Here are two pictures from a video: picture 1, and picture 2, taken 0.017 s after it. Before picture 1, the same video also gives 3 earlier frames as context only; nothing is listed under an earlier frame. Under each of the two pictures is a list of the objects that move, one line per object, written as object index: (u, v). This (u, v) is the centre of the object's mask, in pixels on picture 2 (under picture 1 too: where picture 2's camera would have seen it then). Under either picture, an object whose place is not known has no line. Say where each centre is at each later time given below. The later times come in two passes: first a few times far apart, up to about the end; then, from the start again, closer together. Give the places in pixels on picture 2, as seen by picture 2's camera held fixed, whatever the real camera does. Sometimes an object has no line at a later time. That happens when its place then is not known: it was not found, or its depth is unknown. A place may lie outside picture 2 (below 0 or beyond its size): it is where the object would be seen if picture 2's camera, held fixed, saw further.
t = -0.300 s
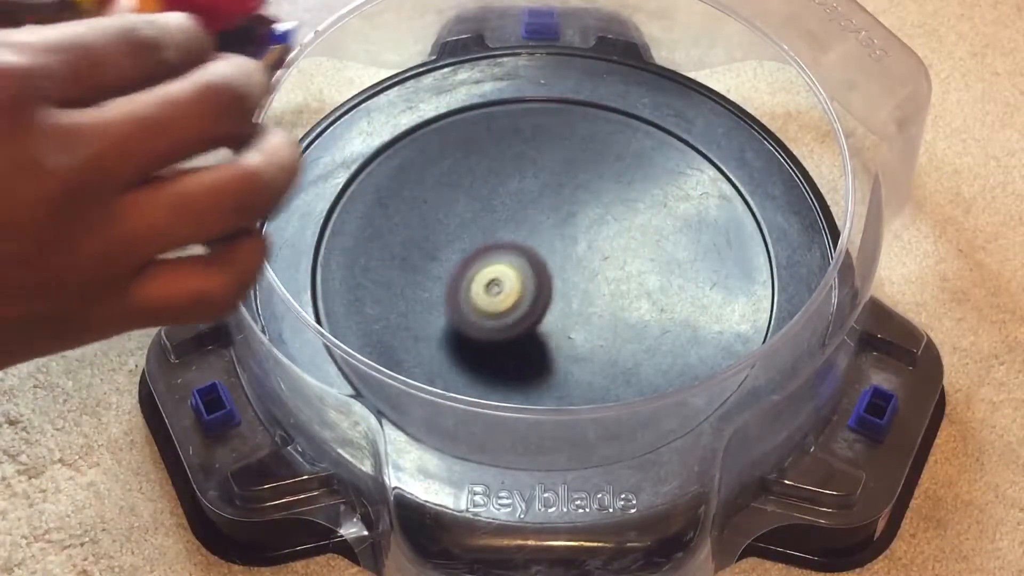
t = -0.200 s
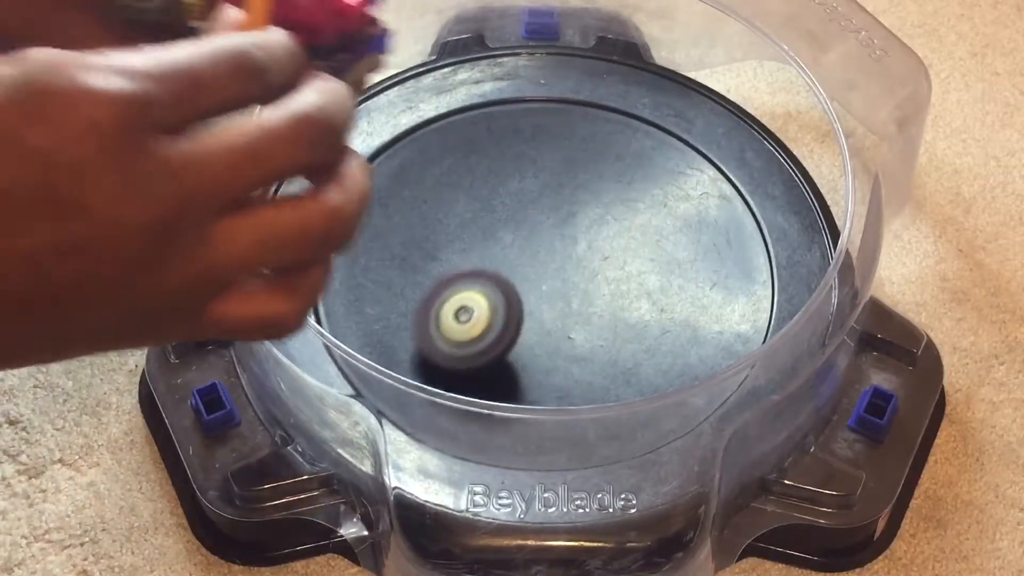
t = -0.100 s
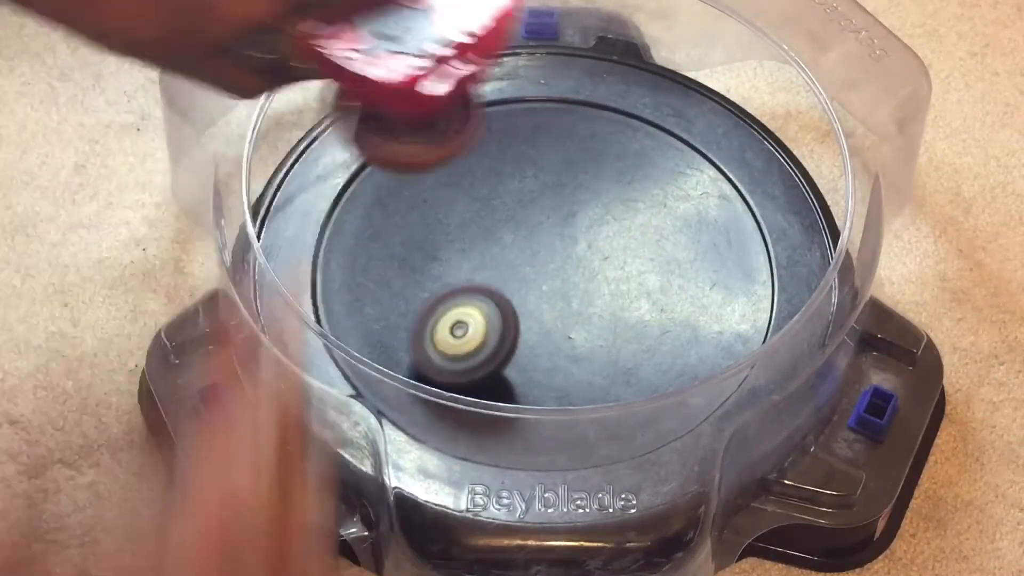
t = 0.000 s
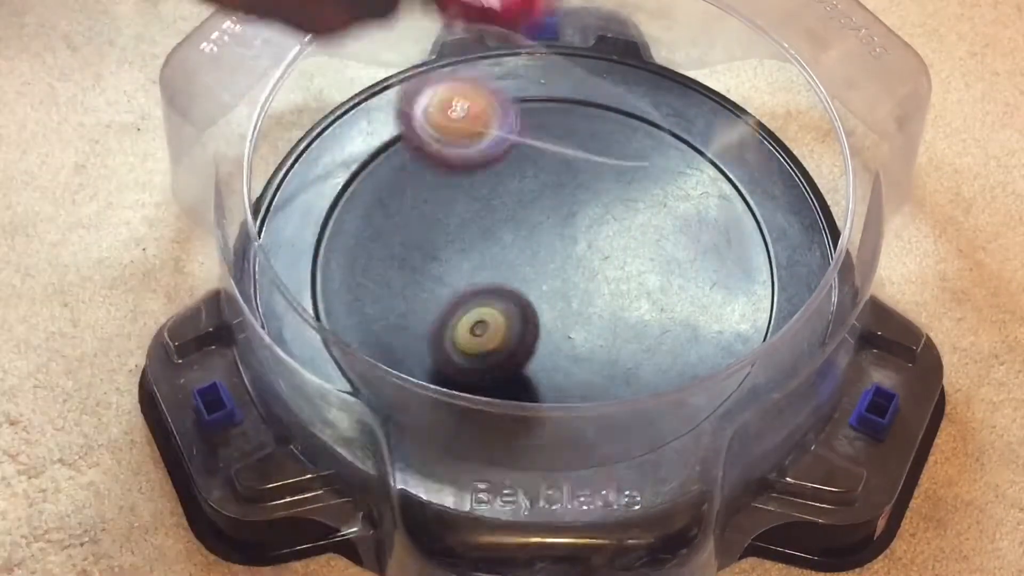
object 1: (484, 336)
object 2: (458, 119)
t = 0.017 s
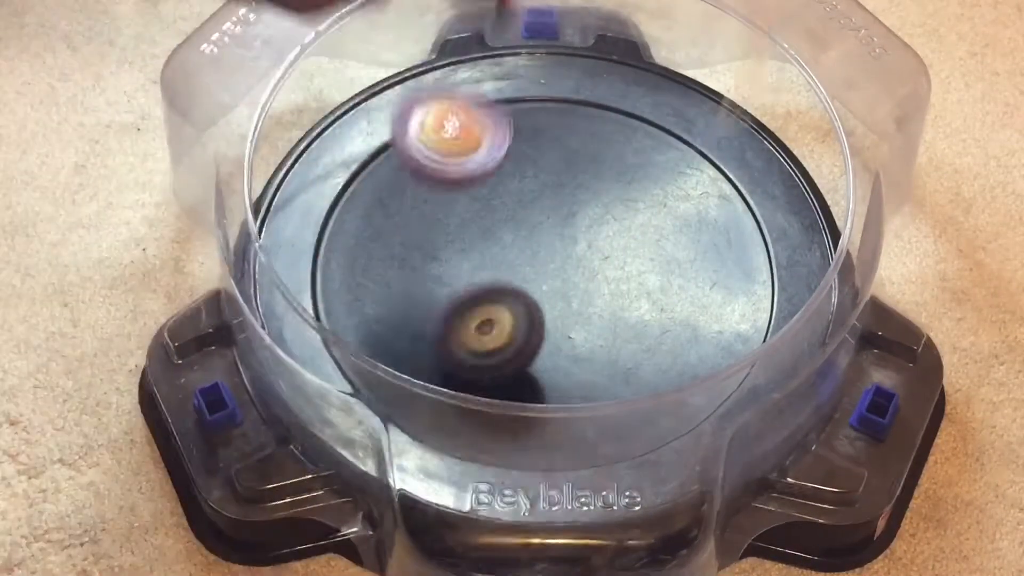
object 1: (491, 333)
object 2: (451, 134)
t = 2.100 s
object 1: (509, 348)
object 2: (637, 199)
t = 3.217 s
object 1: (667, 415)
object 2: (618, 50)
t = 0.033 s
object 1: (495, 332)
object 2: (446, 155)
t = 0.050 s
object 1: (502, 330)
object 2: (440, 171)
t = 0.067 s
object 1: (509, 328)
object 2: (436, 178)
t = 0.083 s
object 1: (517, 327)
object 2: (439, 164)
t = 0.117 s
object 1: (531, 318)
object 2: (440, 141)
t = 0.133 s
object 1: (538, 315)
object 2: (441, 135)
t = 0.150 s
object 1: (545, 309)
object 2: (443, 133)
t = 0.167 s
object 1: (552, 306)
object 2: (445, 134)
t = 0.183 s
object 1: (559, 301)
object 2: (447, 137)
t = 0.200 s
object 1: (565, 297)
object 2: (448, 139)
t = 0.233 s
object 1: (578, 288)
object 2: (447, 135)
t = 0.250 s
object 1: (583, 283)
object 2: (447, 136)
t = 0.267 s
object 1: (588, 279)
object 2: (446, 136)
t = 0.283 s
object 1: (593, 274)
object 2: (444, 137)
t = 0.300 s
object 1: (597, 269)
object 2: (442, 138)
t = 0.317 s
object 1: (601, 267)
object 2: (440, 140)
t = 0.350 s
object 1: (607, 259)
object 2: (436, 145)
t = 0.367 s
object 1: (609, 255)
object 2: (434, 148)
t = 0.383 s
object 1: (611, 252)
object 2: (433, 153)
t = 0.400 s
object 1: (612, 250)
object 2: (433, 158)
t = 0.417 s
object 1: (612, 248)
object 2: (433, 163)
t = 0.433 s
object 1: (612, 246)
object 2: (433, 169)
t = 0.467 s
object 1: (610, 243)
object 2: (435, 183)
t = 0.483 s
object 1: (607, 242)
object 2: (437, 190)
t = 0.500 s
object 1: (605, 244)
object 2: (440, 198)
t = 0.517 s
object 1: (602, 244)
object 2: (444, 208)
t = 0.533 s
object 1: (598, 245)
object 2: (448, 214)
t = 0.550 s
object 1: (593, 245)
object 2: (453, 222)
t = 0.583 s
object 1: (584, 249)
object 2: (465, 239)
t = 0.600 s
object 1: (581, 250)
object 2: (468, 246)
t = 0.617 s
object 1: (588, 254)
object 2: (463, 250)
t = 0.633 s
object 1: (594, 258)
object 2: (457, 255)
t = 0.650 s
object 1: (600, 263)
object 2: (454, 258)
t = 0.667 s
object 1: (605, 268)
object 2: (450, 262)
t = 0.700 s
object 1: (613, 277)
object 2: (447, 268)
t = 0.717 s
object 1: (616, 280)
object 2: (447, 270)
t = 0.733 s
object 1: (617, 284)
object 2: (447, 273)
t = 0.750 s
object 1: (619, 289)
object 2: (449, 275)
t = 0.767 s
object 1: (619, 292)
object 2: (452, 276)
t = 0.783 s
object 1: (619, 297)
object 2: (455, 277)
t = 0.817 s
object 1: (617, 304)
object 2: (464, 280)
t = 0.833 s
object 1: (615, 308)
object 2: (469, 280)
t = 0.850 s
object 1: (612, 311)
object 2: (475, 279)
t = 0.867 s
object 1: (609, 314)
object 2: (481, 278)
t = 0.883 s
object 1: (606, 317)
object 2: (487, 277)
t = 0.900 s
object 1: (603, 318)
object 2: (495, 274)
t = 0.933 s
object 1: (613, 335)
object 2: (497, 258)
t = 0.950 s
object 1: (623, 346)
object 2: (491, 246)
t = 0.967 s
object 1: (634, 353)
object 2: (487, 232)
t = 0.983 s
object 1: (643, 356)
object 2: (483, 221)
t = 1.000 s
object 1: (651, 359)
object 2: (481, 209)
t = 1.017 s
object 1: (658, 361)
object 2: (479, 199)
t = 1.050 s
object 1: (672, 362)
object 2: (477, 180)
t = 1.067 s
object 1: (686, 379)
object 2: (476, 173)
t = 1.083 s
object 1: (691, 380)
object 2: (476, 165)
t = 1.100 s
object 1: (694, 379)
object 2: (475, 159)
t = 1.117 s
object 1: (697, 376)
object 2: (475, 154)
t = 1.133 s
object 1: (698, 373)
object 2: (475, 150)
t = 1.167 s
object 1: (699, 366)
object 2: (476, 144)
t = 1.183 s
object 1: (697, 362)
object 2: (477, 142)
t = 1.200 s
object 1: (690, 347)
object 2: (477, 142)
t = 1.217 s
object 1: (689, 343)
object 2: (478, 142)
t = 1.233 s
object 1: (688, 339)
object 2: (479, 144)
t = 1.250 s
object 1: (686, 335)
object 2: (480, 145)
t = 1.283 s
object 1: (676, 321)
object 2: (484, 151)
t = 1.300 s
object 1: (670, 314)
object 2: (486, 154)
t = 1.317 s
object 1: (664, 307)
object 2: (488, 159)
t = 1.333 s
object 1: (655, 302)
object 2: (491, 164)
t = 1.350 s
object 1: (647, 294)
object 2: (494, 171)
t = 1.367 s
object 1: (638, 288)
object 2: (496, 175)
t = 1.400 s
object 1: (620, 274)
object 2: (503, 187)
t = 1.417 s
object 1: (608, 267)
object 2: (507, 194)
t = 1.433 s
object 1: (599, 261)
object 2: (511, 201)
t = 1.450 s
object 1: (598, 265)
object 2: (508, 199)
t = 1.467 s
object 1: (604, 276)
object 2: (495, 189)
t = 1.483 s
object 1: (608, 287)
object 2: (485, 179)
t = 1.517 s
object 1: (613, 306)
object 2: (467, 159)
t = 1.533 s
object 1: (613, 315)
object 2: (460, 152)
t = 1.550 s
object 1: (612, 322)
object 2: (453, 146)
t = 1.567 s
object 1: (611, 330)
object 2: (447, 140)
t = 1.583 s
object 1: (608, 336)
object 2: (443, 136)
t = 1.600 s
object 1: (605, 341)
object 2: (439, 133)
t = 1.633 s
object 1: (599, 352)
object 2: (435, 132)
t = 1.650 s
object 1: (595, 355)
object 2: (433, 132)
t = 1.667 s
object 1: (592, 358)
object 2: (433, 133)
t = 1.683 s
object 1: (590, 359)
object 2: (433, 135)
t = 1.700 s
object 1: (587, 361)
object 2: (434, 139)
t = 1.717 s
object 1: (584, 363)
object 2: (436, 143)
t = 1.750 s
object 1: (580, 365)
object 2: (440, 152)
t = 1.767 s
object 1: (578, 365)
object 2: (445, 159)
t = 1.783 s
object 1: (575, 365)
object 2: (448, 164)
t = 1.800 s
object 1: (573, 365)
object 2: (452, 170)
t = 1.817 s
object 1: (571, 365)
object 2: (457, 177)
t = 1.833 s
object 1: (569, 365)
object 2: (463, 185)
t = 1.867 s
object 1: (566, 363)
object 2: (475, 200)
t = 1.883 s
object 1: (564, 362)
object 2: (482, 208)
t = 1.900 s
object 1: (563, 360)
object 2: (491, 216)
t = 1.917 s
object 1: (560, 360)
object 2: (498, 223)
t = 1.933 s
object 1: (559, 359)
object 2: (506, 230)
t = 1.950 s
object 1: (556, 358)
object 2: (517, 237)
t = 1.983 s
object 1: (550, 346)
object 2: (537, 245)
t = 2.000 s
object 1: (548, 344)
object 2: (550, 247)
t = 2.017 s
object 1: (544, 341)
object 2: (563, 249)
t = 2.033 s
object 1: (538, 341)
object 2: (578, 243)
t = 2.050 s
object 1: (530, 343)
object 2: (594, 235)
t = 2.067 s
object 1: (523, 345)
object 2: (609, 225)
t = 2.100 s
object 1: (509, 348)
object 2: (637, 199)
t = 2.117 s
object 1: (503, 350)
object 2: (648, 183)
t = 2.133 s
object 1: (496, 351)
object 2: (657, 166)
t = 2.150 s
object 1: (491, 353)
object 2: (665, 148)
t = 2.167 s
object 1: (486, 354)
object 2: (670, 130)
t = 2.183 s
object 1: (481, 355)
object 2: (670, 112)
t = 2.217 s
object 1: (473, 356)
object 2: (652, 90)
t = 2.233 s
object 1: (471, 357)
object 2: (641, 83)
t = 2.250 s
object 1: (470, 357)
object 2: (631, 80)
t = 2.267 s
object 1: (469, 358)
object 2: (622, 70)
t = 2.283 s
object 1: (469, 359)
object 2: (615, 66)
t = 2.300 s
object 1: (470, 360)
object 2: (606, 63)
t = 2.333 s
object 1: (474, 361)
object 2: (592, 55)
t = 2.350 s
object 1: (478, 362)
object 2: (585, 54)
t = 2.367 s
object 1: (482, 363)
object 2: (578, 54)
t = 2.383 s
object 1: (487, 363)
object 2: (572, 53)
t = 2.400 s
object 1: (492, 363)
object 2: (566, 56)
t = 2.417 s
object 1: (497, 362)
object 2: (560, 56)
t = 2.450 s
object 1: (508, 358)
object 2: (550, 64)
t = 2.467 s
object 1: (512, 356)
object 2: (546, 69)
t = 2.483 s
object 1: (514, 351)
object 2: (541, 74)
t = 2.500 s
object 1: (517, 342)
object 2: (538, 82)
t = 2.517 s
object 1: (519, 335)
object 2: (534, 90)
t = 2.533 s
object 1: (521, 327)
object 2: (531, 98)
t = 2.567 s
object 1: (521, 310)
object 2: (525, 118)
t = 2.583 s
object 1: (520, 300)
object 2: (523, 129)
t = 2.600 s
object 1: (518, 292)
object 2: (522, 141)
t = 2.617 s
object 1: (515, 283)
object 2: (521, 153)
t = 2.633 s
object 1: (512, 275)
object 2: (520, 165)
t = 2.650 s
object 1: (508, 271)
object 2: (521, 172)
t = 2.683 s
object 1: (486, 290)
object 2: (532, 156)
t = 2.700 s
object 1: (474, 299)
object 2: (537, 150)
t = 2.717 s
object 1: (463, 309)
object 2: (542, 144)
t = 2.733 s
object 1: (451, 317)
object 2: (547, 138)
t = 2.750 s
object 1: (442, 327)
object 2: (552, 135)
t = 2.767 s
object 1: (435, 335)
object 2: (557, 133)
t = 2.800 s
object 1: (430, 348)
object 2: (566, 130)
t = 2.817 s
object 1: (431, 354)
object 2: (570, 130)
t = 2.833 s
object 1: (433, 359)
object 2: (574, 130)
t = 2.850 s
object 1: (437, 364)
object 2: (578, 132)
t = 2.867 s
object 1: (444, 369)
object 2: (581, 133)
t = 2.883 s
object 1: (447, 385)
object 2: (584, 136)
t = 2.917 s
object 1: (470, 405)
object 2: (589, 145)
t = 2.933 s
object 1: (483, 408)
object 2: (591, 149)
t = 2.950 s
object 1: (501, 409)
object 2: (593, 154)
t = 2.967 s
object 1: (518, 408)
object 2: (595, 159)
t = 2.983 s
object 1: (537, 404)
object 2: (597, 165)
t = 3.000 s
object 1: (556, 398)
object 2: (598, 173)
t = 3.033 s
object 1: (589, 372)
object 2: (600, 188)
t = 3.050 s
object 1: (606, 365)
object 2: (602, 195)
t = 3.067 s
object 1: (617, 357)
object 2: (604, 201)
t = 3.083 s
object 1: (630, 343)
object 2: (607, 208)
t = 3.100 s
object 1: (639, 327)
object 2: (611, 213)
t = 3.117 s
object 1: (643, 313)
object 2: (615, 218)
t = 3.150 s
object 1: (653, 349)
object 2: (626, 164)
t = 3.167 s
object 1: (655, 361)
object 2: (629, 126)
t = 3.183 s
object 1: (666, 386)
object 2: (629, 96)
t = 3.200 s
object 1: (669, 404)
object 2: (626, 69)
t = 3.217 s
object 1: (667, 415)
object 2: (618, 50)
